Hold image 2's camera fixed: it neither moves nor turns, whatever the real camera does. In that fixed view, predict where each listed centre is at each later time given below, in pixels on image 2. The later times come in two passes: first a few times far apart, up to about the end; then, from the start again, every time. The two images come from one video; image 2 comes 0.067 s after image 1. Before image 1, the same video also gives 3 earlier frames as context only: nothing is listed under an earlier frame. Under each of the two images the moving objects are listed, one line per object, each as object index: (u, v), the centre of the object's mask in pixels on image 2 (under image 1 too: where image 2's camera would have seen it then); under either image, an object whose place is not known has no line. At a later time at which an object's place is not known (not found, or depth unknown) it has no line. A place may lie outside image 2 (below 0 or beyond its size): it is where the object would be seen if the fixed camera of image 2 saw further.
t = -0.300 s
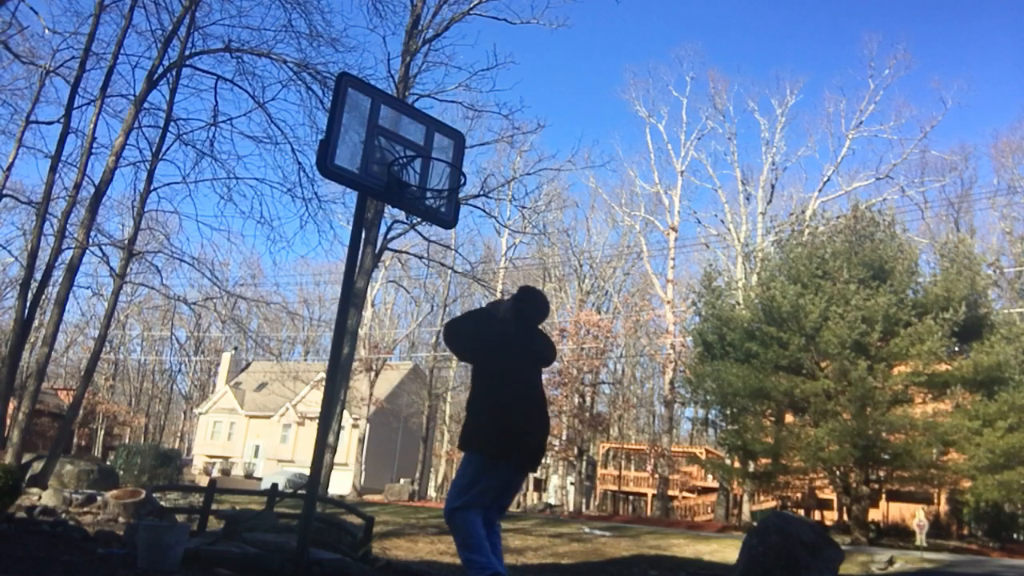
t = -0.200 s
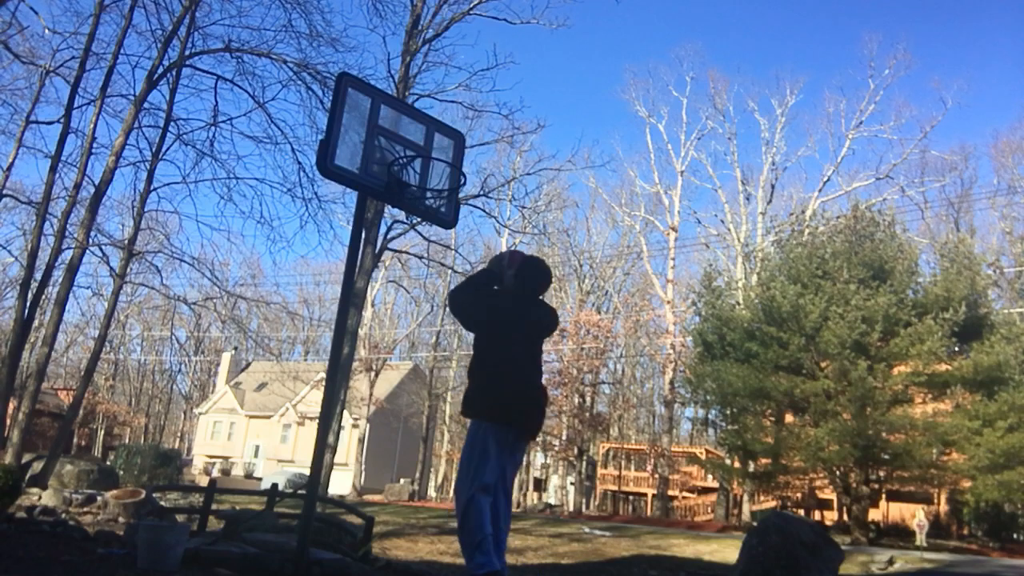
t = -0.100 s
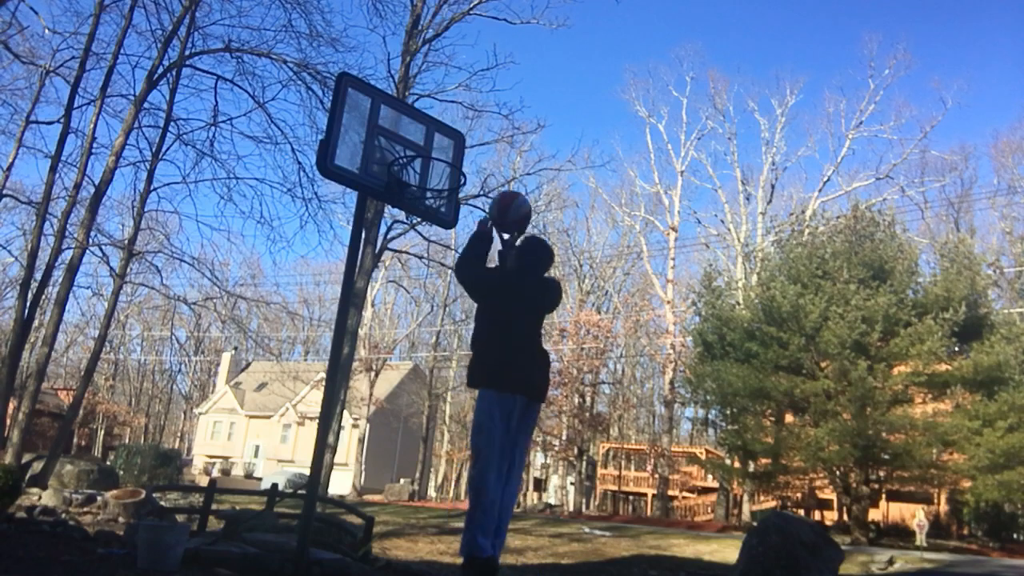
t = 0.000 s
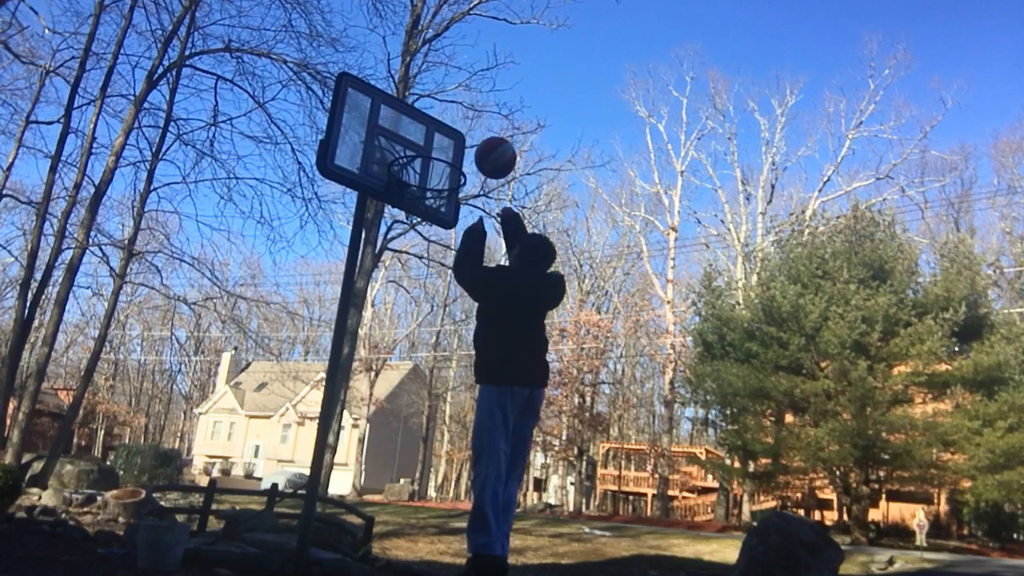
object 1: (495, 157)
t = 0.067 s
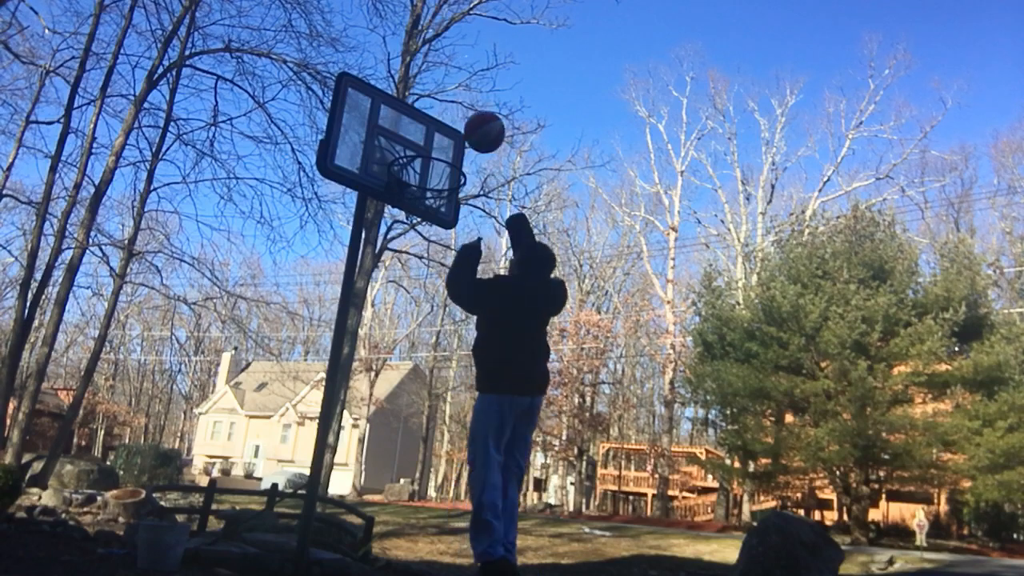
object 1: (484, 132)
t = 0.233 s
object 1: (455, 99)
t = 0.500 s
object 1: (401, 132)
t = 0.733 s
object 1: (374, 133)
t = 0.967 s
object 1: (363, 164)
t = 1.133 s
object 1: (349, 244)
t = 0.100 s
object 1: (479, 122)
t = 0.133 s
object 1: (473, 113)
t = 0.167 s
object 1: (467, 107)
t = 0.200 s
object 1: (461, 102)
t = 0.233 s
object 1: (455, 99)
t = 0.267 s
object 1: (448, 98)
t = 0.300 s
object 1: (442, 98)
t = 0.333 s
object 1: (436, 99)
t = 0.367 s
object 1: (430, 102)
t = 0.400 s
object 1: (422, 108)
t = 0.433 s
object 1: (415, 114)
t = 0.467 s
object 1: (408, 122)
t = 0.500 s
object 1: (401, 132)
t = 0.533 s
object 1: (393, 143)
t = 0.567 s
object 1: (387, 148)
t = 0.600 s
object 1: (384, 143)
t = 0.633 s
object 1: (379, 139)
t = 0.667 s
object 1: (375, 137)
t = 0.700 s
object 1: (374, 134)
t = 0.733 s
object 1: (374, 133)
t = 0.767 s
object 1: (373, 133)
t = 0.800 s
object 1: (372, 134)
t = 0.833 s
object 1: (371, 138)
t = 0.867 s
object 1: (370, 142)
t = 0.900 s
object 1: (367, 148)
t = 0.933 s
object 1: (365, 156)
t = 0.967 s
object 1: (363, 164)
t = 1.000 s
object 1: (361, 179)
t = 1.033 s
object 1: (359, 192)
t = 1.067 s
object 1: (354, 207)
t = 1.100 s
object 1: (351, 225)
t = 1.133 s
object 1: (349, 244)
